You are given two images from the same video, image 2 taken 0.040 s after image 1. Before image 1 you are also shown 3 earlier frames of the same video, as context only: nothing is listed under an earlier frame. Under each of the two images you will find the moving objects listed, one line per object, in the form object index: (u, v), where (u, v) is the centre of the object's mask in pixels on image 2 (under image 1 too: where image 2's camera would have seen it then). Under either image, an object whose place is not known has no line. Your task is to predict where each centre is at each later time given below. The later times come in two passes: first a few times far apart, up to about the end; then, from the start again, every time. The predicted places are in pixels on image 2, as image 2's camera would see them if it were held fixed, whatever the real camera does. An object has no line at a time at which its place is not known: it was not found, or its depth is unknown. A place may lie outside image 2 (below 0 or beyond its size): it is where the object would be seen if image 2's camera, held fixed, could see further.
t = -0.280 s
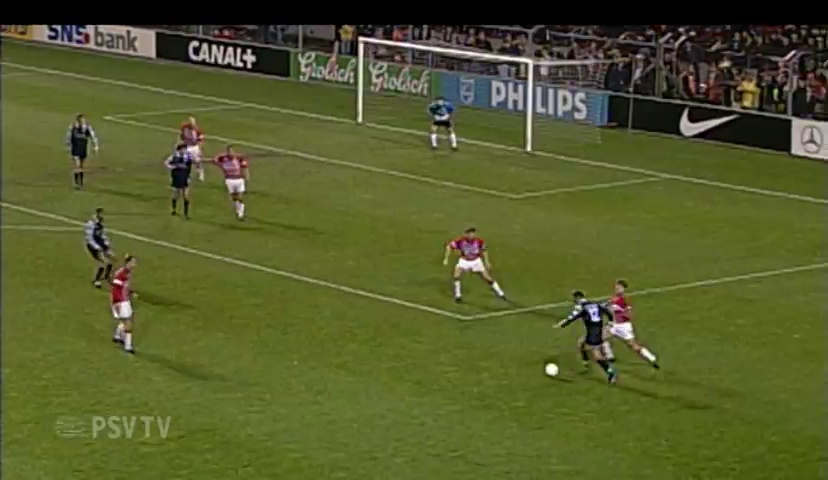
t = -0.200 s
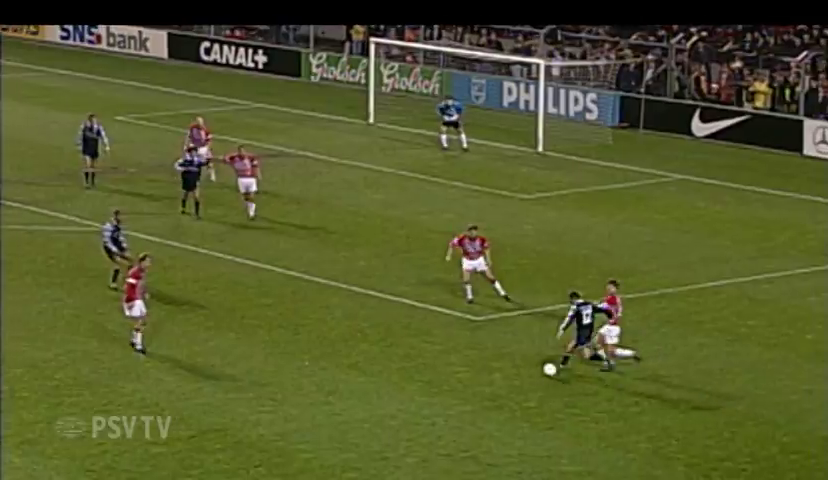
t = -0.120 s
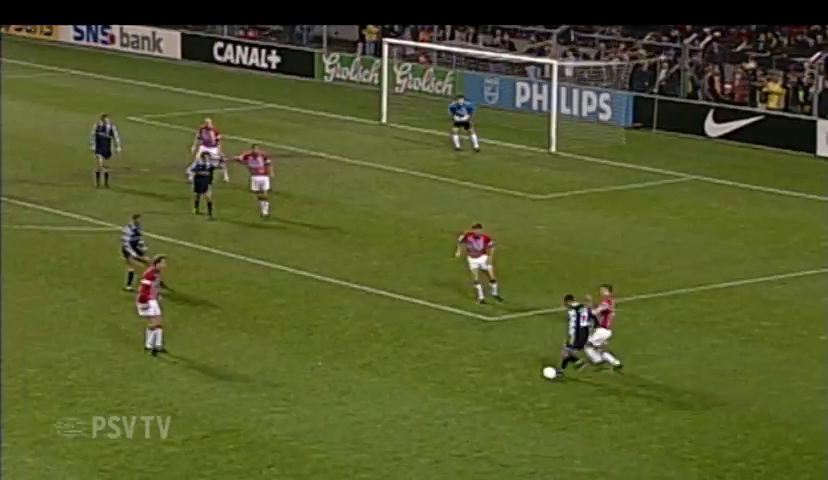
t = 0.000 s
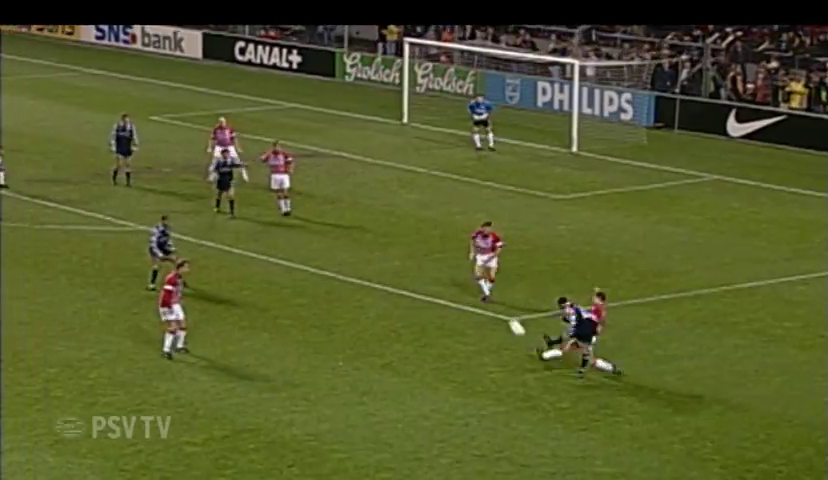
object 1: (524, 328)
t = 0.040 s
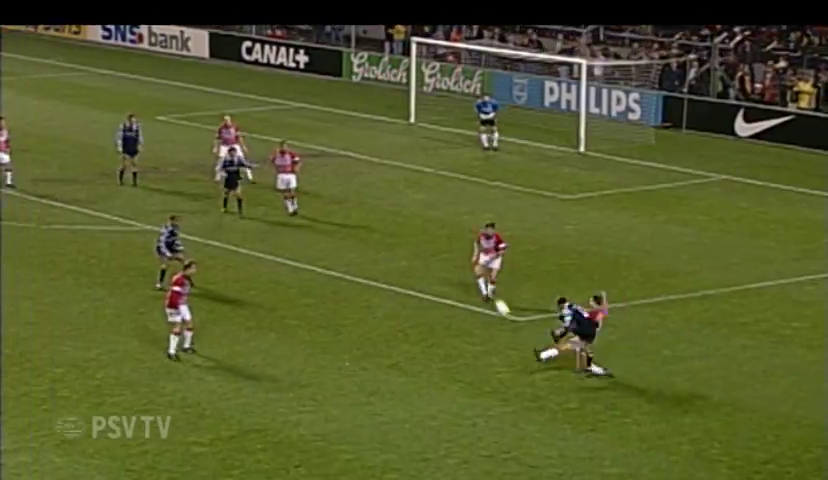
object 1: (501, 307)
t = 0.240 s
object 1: (410, 223)
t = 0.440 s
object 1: (346, 168)
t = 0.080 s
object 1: (482, 289)
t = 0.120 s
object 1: (461, 269)
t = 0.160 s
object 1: (444, 253)
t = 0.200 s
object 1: (427, 238)
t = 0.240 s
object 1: (410, 223)
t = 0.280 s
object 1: (396, 210)
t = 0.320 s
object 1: (383, 197)
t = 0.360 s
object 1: (370, 187)
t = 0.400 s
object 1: (358, 177)
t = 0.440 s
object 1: (346, 168)
